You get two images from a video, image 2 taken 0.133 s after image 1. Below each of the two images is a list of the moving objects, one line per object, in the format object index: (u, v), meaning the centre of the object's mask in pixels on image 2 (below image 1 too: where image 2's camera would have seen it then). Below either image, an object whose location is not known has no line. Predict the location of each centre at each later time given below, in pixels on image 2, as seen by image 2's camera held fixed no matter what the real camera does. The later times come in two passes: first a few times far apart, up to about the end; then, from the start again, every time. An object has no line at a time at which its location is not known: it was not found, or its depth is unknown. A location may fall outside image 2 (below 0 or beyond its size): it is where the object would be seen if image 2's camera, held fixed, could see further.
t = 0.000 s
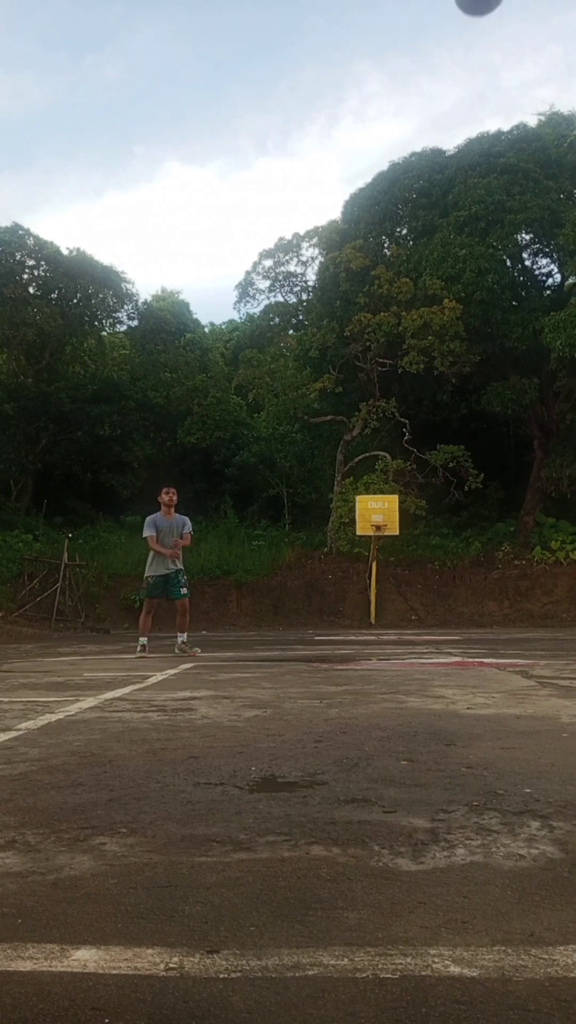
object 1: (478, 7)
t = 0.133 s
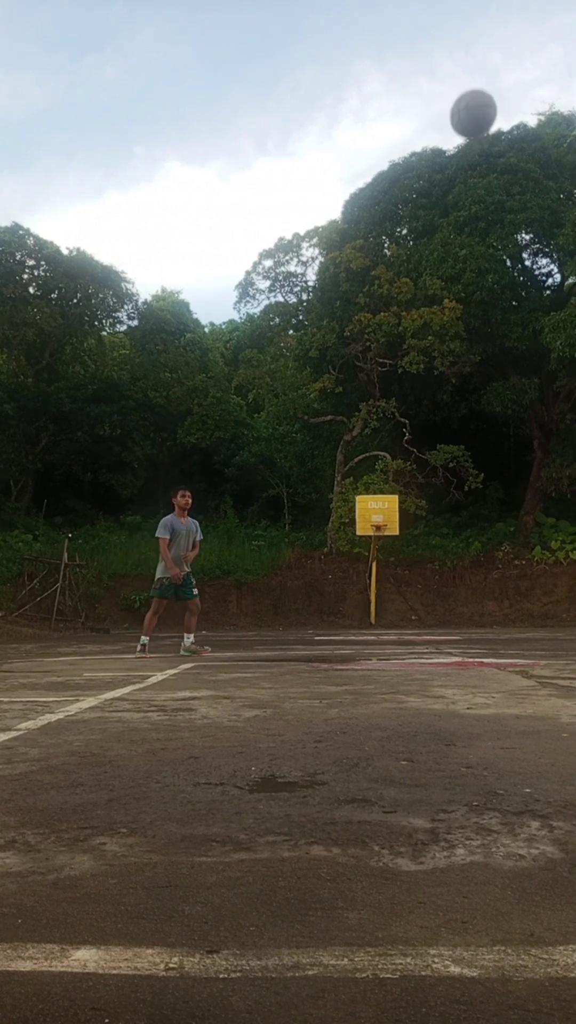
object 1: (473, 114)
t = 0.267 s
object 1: (469, 242)
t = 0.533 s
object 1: (466, 500)
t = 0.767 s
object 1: (467, 587)
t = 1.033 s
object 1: (467, 465)
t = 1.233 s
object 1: (469, 438)
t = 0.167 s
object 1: (472, 146)
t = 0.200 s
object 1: (471, 177)
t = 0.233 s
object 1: (470, 210)
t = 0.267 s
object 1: (469, 242)
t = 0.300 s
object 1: (469, 274)
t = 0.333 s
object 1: (468, 306)
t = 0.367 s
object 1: (467, 339)
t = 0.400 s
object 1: (467, 371)
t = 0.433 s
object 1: (467, 403)
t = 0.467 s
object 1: (467, 435)
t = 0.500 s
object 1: (467, 468)
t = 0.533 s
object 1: (466, 500)
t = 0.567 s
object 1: (467, 532)
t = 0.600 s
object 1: (467, 565)
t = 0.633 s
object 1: (467, 598)
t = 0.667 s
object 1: (468, 631)
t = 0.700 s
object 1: (468, 636)
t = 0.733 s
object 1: (468, 611)
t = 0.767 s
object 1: (467, 587)
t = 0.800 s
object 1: (467, 565)
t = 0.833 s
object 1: (467, 545)
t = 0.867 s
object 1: (467, 526)
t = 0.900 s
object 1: (467, 511)
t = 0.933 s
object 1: (467, 497)
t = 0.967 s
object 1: (467, 485)
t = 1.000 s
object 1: (467, 474)
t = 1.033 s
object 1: (467, 465)
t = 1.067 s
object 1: (467, 457)
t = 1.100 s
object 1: (468, 450)
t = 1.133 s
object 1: (468, 445)
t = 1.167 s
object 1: (468, 441)
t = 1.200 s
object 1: (469, 439)
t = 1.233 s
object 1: (469, 438)
